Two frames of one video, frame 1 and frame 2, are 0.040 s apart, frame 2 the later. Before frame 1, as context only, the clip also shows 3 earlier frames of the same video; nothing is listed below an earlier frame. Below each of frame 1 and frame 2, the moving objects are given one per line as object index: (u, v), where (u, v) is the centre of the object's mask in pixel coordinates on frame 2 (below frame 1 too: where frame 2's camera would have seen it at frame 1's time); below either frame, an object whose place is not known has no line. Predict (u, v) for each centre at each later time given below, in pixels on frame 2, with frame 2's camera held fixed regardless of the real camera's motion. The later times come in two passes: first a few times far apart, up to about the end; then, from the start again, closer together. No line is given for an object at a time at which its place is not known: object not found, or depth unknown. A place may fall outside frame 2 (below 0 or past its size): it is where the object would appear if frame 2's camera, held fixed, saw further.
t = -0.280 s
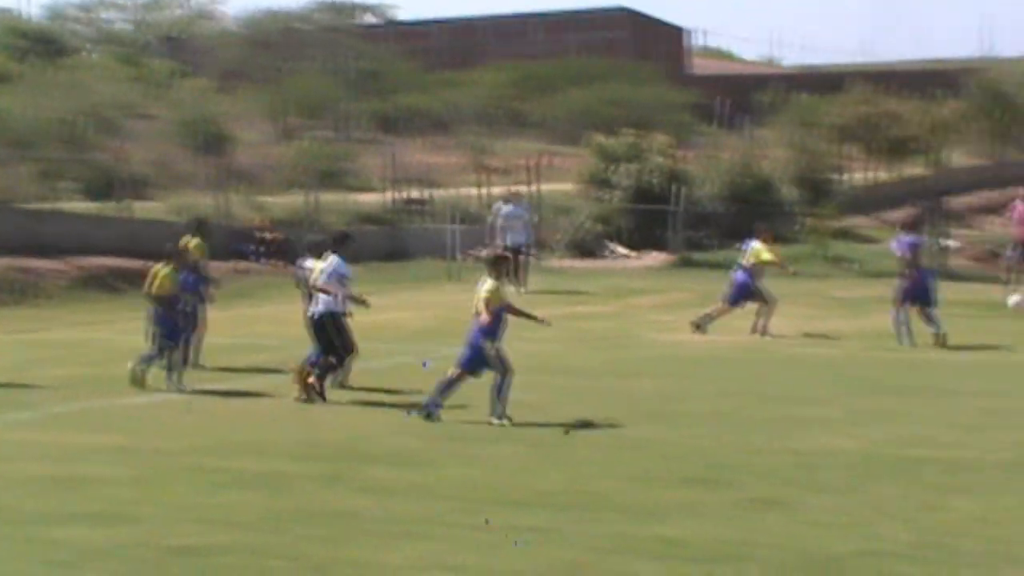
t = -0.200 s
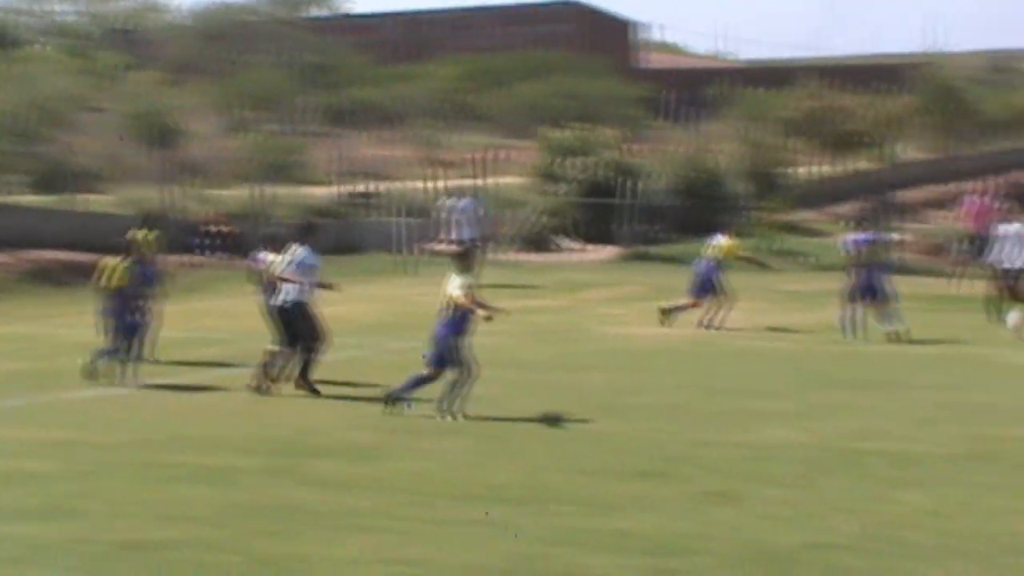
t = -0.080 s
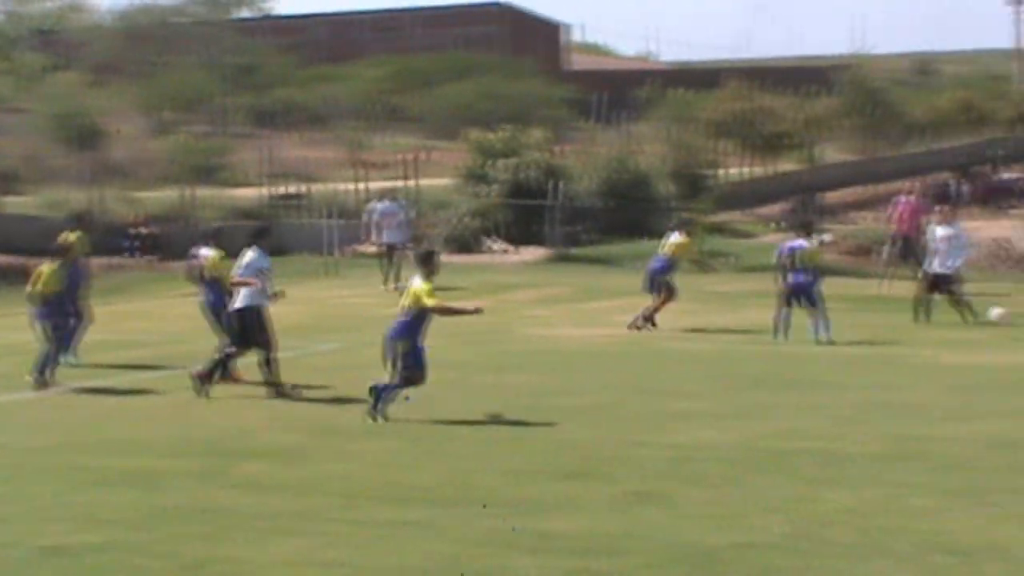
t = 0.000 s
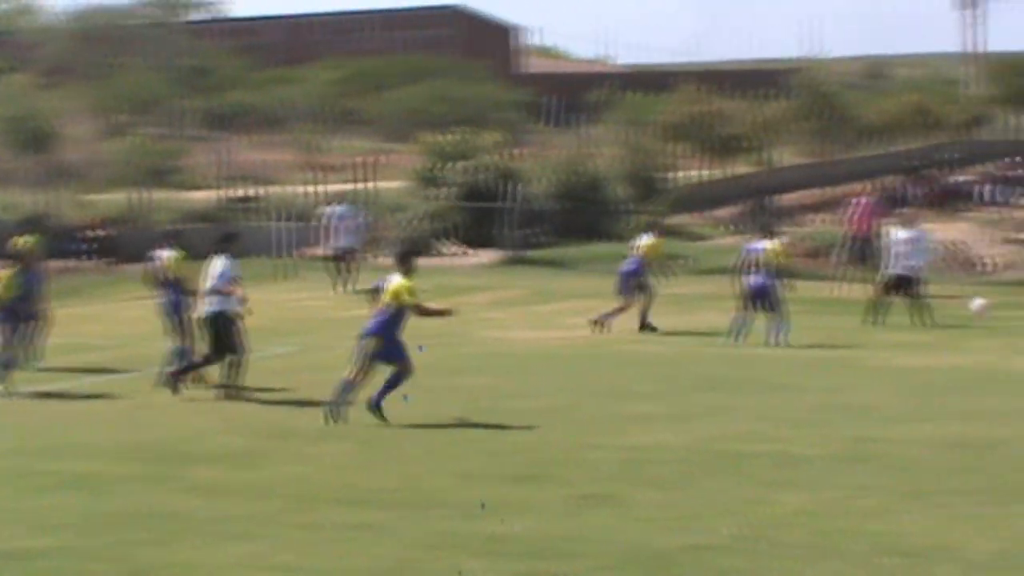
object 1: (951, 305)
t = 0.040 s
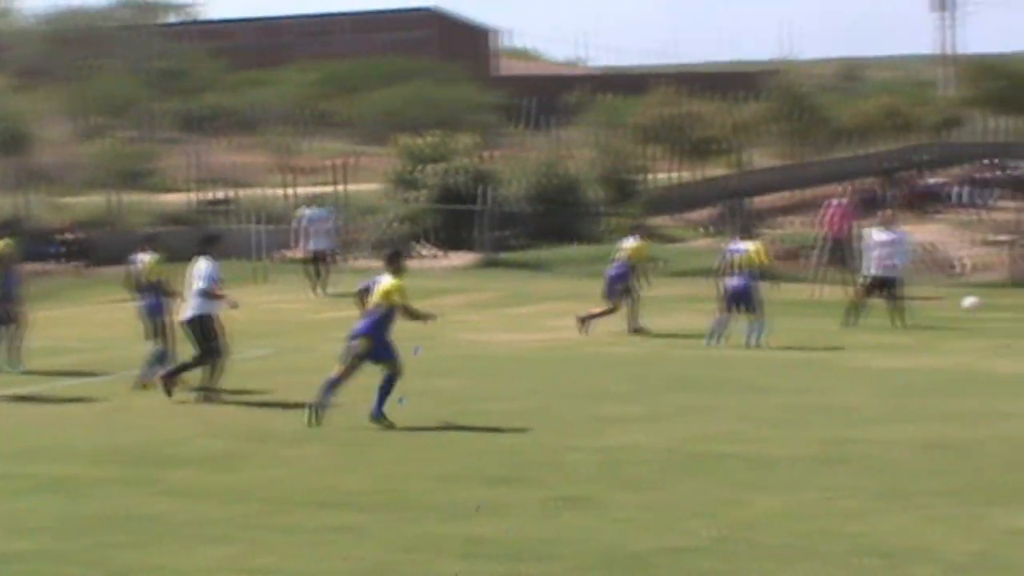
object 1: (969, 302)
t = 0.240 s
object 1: (1055, 301)
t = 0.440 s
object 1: (1144, 337)
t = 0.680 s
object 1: (1250, 336)
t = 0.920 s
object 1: (1358, 346)
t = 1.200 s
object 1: (1474, 352)
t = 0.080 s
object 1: (985, 299)
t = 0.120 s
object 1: (1004, 298)
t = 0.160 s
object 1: (1018, 298)
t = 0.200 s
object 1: (1035, 299)
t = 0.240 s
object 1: (1055, 301)
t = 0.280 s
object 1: (1069, 305)
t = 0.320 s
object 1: (1093, 312)
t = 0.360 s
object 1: (1107, 319)
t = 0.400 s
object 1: (1121, 326)
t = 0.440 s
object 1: (1144, 337)
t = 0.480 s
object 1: (1162, 344)
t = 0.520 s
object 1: (1183, 342)
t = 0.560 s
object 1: (1197, 339)
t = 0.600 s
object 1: (1214, 334)
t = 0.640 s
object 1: (1234, 335)
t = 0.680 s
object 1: (1250, 336)
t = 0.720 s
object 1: (1271, 338)
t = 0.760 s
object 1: (1287, 342)
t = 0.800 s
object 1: (1303, 346)
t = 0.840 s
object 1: (1324, 349)
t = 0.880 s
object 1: (1339, 348)
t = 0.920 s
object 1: (1358, 346)
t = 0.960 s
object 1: (1375, 345)
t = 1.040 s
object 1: (1410, 346)
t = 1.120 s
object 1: (1447, 352)
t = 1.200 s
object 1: (1474, 352)
